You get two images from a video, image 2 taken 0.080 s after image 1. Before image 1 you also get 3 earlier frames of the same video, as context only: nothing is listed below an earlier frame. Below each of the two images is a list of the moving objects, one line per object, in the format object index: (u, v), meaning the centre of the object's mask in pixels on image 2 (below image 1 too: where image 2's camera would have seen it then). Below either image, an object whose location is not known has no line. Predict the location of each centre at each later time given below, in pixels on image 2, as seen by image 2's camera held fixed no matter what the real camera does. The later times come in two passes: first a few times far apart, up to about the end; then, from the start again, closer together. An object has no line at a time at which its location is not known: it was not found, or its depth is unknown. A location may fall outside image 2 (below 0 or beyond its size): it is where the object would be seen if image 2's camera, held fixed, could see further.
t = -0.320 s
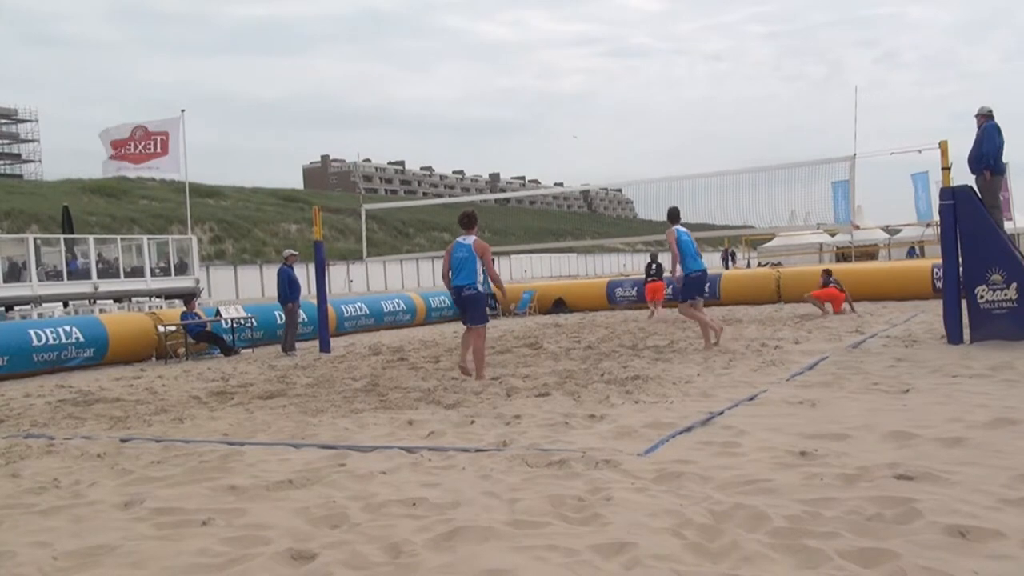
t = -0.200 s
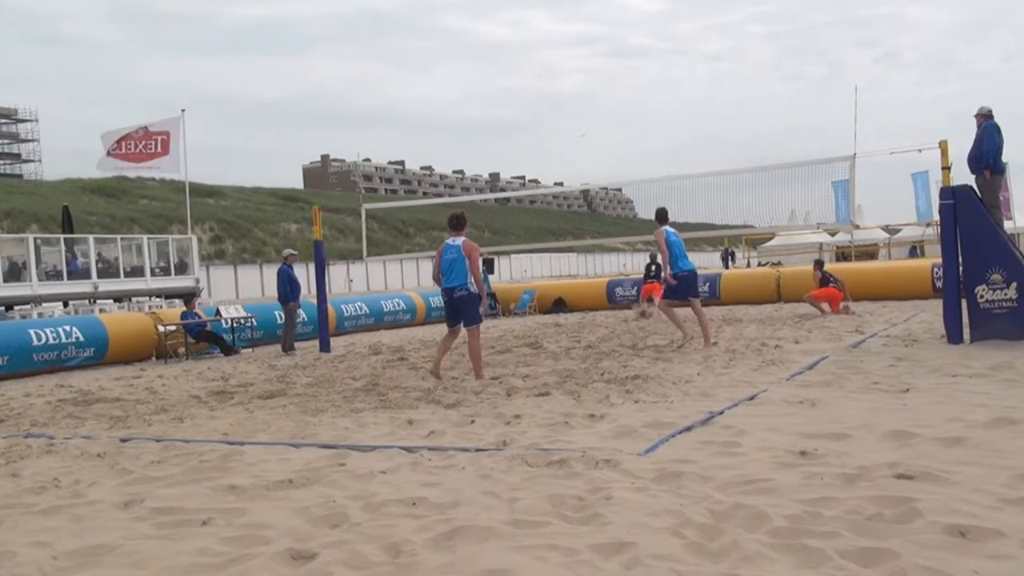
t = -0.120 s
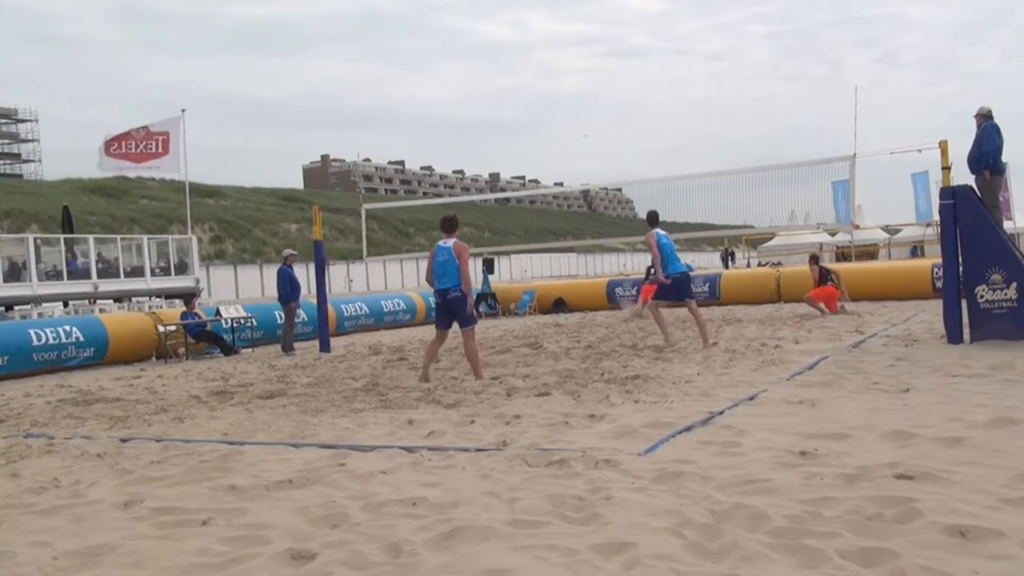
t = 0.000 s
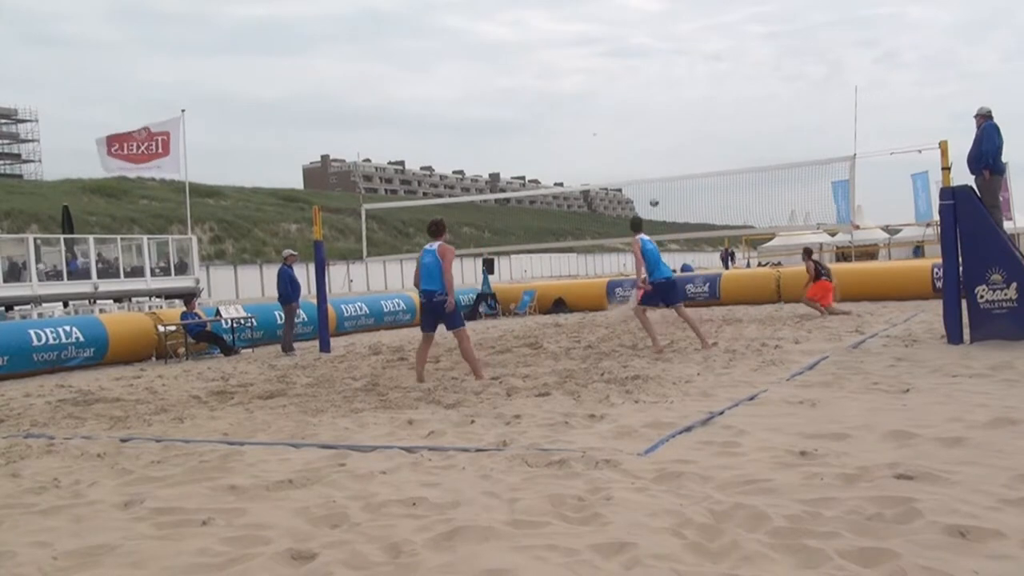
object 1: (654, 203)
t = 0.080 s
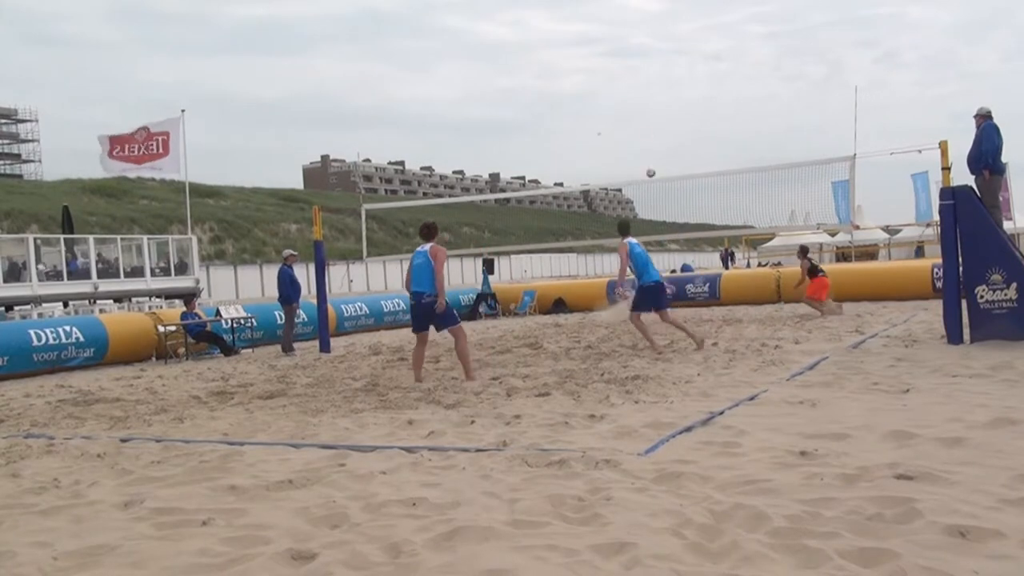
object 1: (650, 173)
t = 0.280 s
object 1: (640, 110)
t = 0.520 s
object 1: (625, 55)
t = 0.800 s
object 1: (605, 22)
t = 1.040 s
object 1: (586, 21)
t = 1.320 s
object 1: (562, 55)
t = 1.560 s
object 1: (542, 116)
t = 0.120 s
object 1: (648, 159)
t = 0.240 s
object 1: (642, 121)
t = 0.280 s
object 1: (640, 110)
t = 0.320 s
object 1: (638, 99)
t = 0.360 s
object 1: (635, 89)
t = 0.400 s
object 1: (633, 79)
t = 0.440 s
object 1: (630, 71)
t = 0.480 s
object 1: (628, 63)
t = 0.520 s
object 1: (625, 55)
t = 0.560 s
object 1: (623, 49)
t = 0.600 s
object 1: (620, 42)
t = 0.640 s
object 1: (617, 37)
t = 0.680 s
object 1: (614, 32)
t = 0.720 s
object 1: (611, 28)
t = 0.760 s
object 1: (608, 24)
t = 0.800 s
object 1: (605, 22)
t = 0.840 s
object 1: (602, 20)
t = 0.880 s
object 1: (599, 19)
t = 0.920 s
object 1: (596, 18)
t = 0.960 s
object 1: (592, 19)
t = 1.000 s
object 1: (589, 19)
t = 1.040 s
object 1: (586, 21)
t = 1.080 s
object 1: (582, 24)
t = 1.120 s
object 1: (579, 27)
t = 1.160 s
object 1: (576, 31)
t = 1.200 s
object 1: (572, 36)
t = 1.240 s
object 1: (569, 41)
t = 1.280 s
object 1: (566, 47)
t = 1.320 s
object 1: (562, 55)
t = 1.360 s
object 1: (559, 63)
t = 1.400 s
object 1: (556, 71)
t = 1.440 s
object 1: (552, 81)
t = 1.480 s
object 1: (548, 92)
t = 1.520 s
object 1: (545, 103)
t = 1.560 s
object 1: (542, 116)
